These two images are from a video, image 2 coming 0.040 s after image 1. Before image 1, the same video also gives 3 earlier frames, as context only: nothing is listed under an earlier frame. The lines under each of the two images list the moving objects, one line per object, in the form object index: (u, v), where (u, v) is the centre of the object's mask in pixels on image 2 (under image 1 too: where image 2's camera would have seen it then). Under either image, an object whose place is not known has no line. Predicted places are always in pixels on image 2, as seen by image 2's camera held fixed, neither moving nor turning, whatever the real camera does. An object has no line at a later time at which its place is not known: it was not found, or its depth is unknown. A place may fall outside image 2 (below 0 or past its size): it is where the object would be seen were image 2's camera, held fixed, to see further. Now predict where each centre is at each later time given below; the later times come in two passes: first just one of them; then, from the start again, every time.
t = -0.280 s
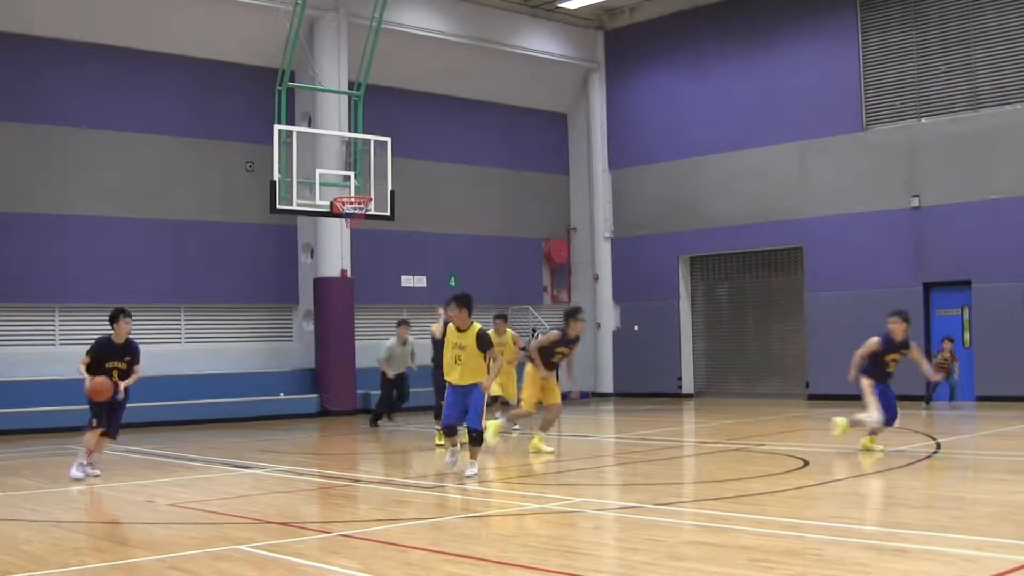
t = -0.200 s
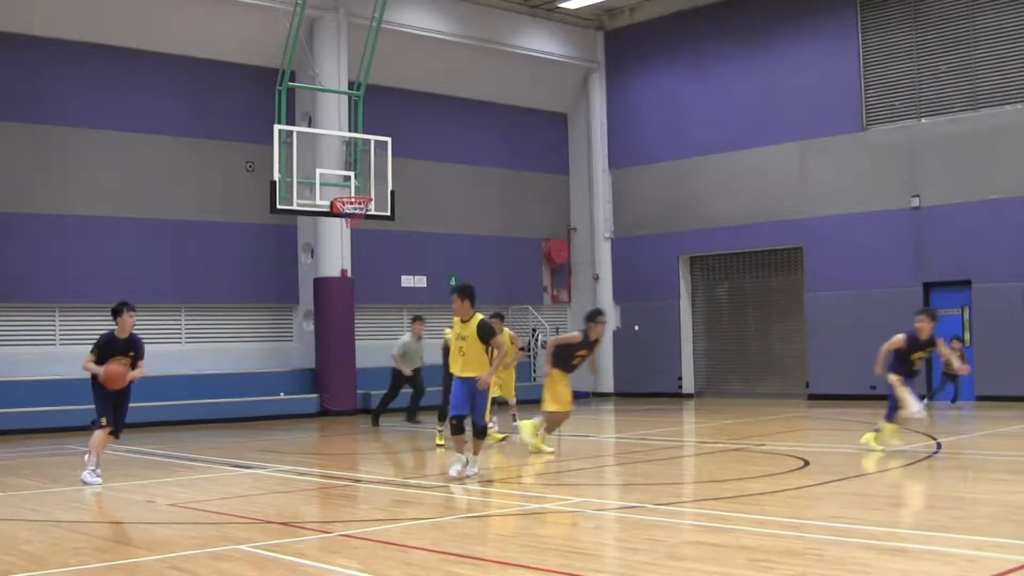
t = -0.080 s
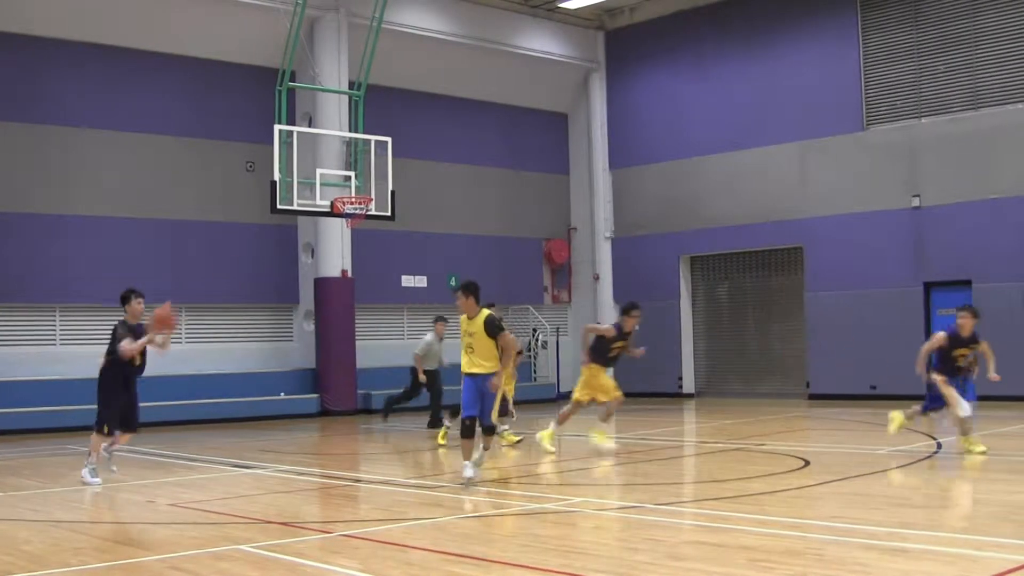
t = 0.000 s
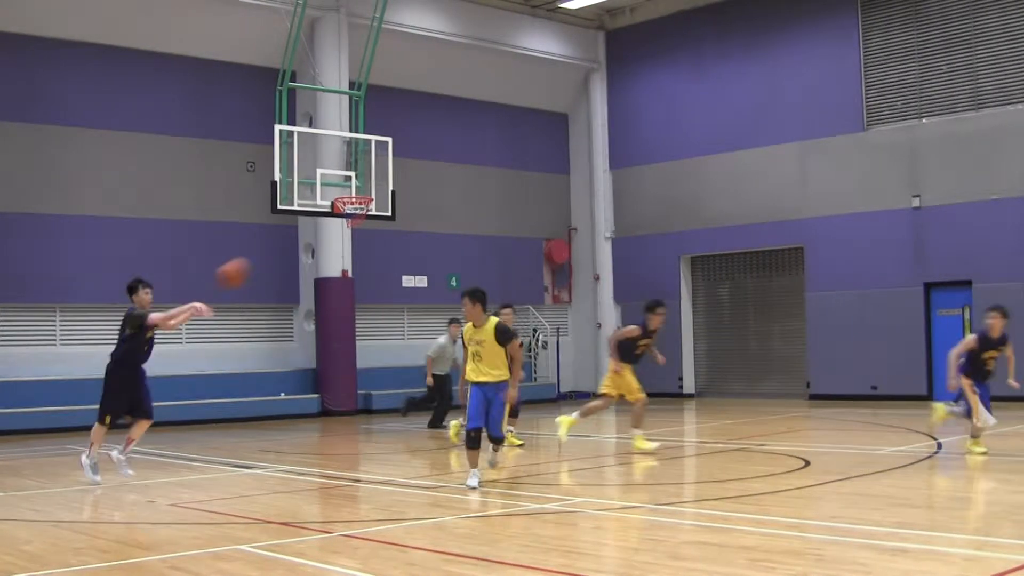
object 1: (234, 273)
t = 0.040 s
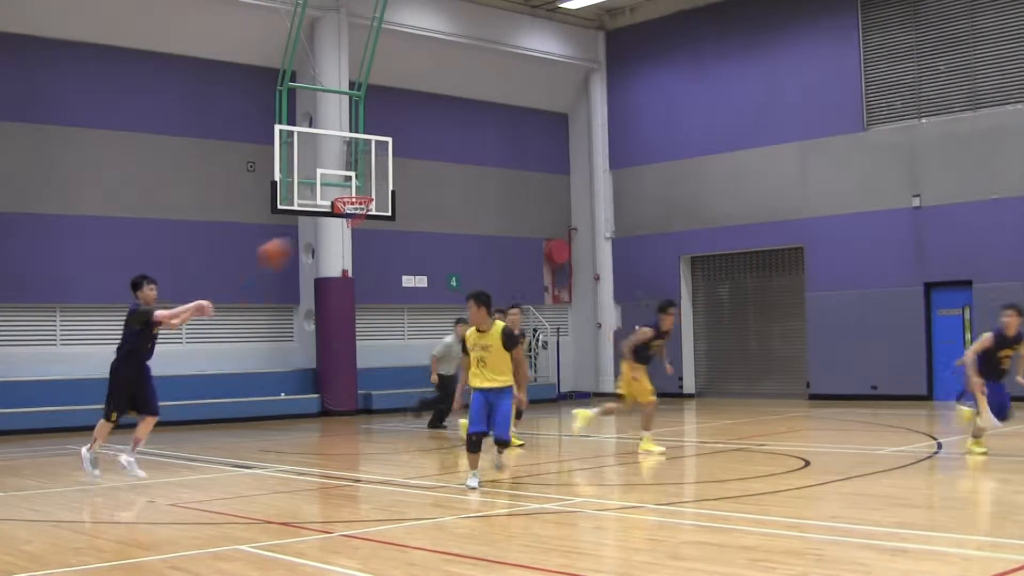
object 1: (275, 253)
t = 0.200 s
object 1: (446, 184)
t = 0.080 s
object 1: (315, 235)
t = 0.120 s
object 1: (359, 218)
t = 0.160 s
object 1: (405, 198)
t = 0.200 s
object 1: (446, 184)
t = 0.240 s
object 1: (492, 170)
